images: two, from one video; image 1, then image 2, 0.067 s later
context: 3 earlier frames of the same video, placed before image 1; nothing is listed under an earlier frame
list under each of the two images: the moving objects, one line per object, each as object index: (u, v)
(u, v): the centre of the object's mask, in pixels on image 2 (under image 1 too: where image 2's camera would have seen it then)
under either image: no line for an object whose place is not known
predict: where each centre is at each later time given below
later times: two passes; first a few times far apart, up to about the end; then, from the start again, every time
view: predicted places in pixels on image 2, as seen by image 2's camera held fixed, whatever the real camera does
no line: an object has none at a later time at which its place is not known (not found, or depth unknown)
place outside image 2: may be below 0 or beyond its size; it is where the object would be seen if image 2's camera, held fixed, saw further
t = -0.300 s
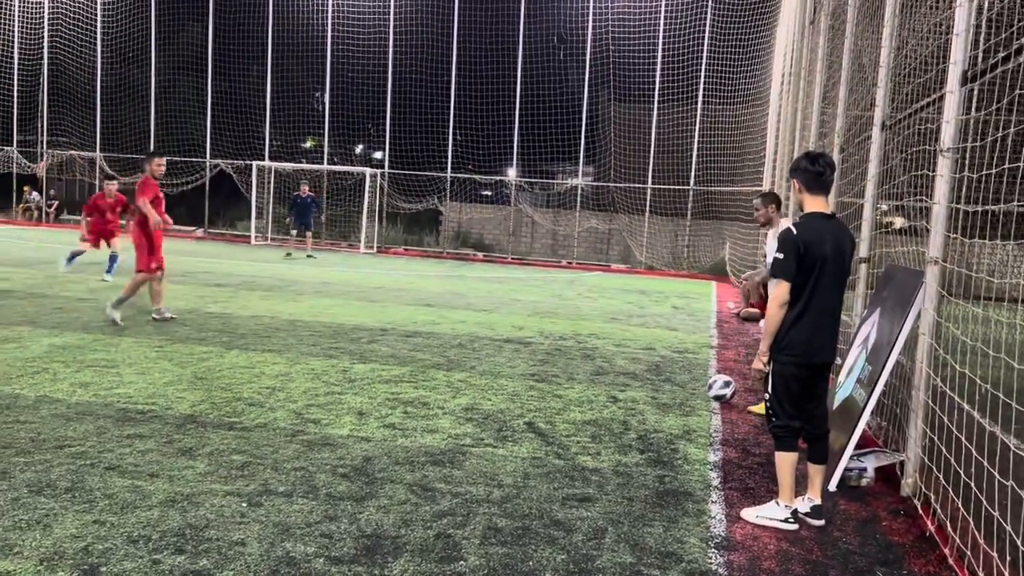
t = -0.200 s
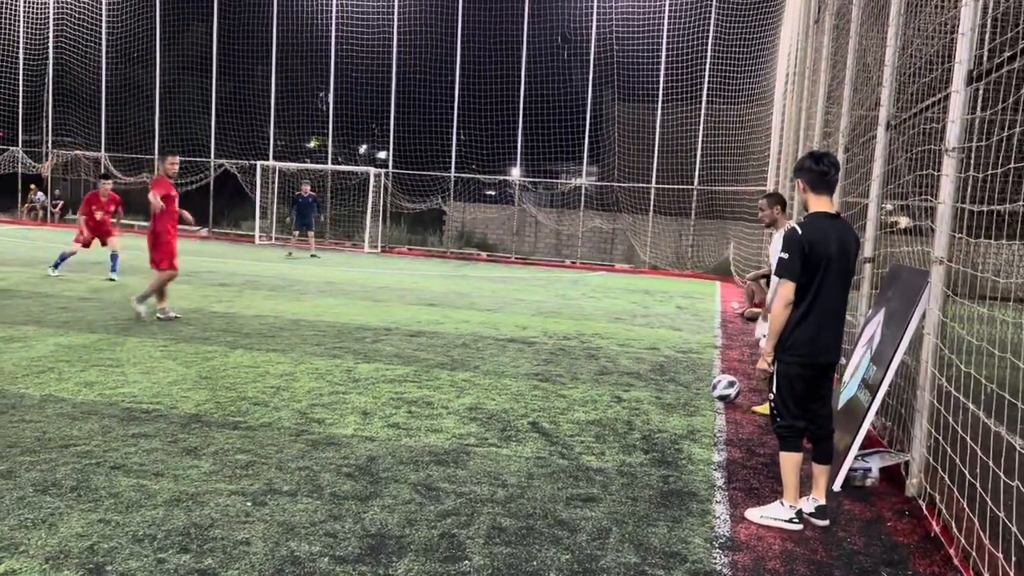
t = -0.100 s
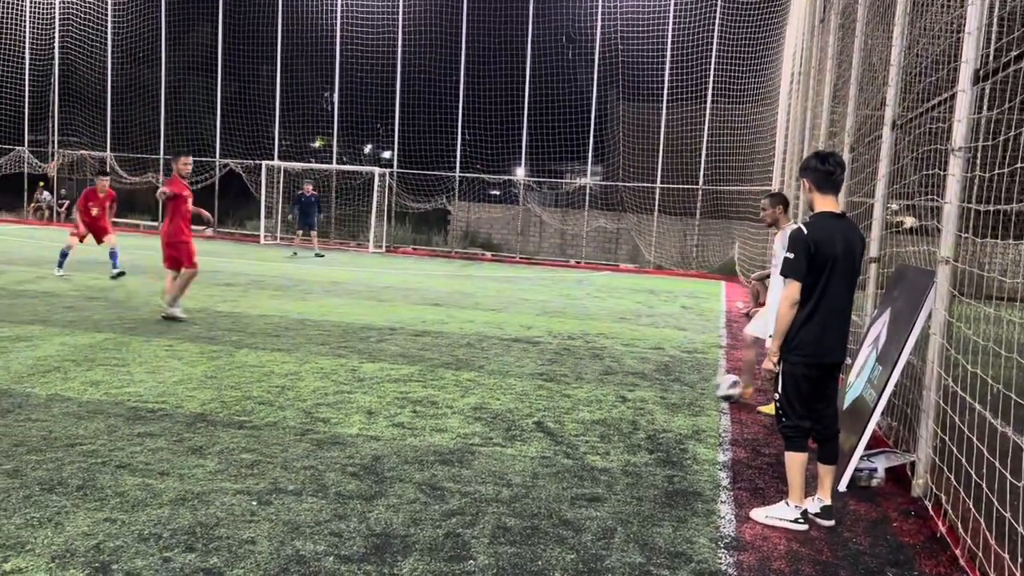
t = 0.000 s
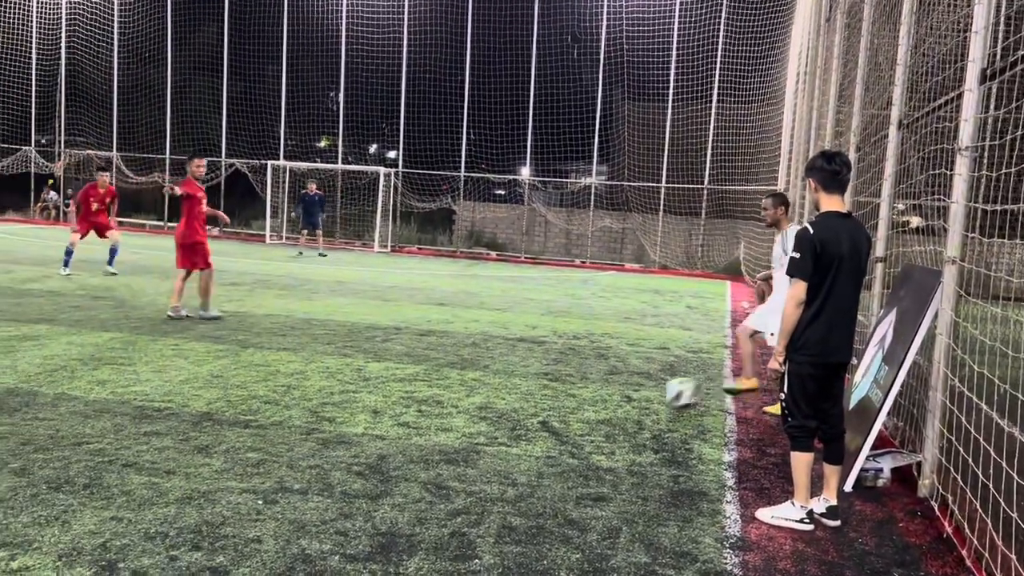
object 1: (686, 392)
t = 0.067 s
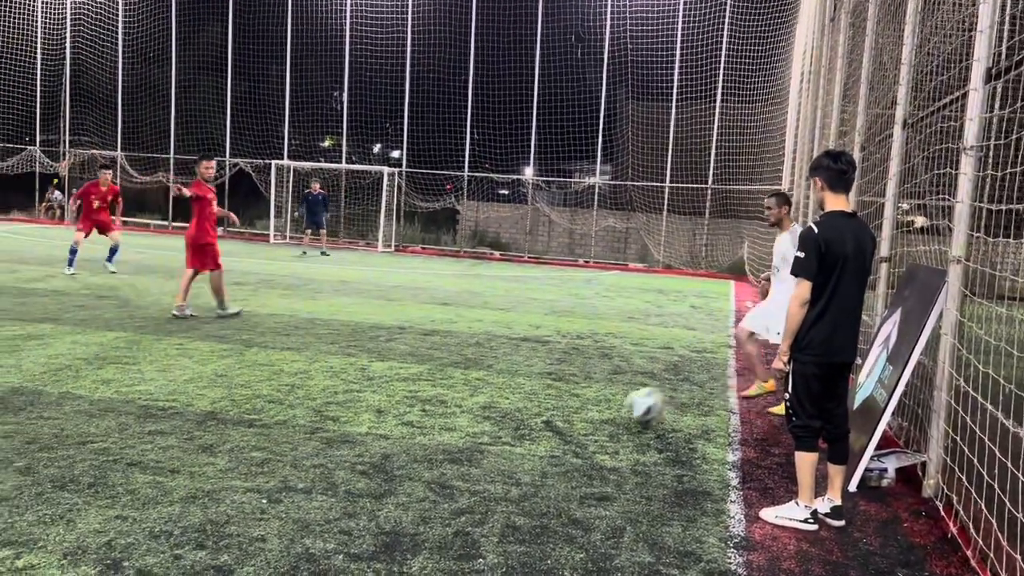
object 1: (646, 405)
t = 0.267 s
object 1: (517, 431)
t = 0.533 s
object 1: (328, 472)
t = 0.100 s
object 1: (627, 410)
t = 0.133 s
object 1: (604, 409)
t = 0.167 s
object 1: (583, 414)
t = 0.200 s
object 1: (561, 420)
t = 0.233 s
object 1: (539, 428)
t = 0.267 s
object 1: (517, 431)
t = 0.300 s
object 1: (494, 433)
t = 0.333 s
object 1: (473, 439)
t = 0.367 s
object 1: (450, 445)
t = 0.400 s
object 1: (426, 452)
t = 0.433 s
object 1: (402, 455)
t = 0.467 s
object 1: (378, 461)
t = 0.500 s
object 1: (352, 467)
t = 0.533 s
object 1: (328, 472)
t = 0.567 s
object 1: (300, 478)
